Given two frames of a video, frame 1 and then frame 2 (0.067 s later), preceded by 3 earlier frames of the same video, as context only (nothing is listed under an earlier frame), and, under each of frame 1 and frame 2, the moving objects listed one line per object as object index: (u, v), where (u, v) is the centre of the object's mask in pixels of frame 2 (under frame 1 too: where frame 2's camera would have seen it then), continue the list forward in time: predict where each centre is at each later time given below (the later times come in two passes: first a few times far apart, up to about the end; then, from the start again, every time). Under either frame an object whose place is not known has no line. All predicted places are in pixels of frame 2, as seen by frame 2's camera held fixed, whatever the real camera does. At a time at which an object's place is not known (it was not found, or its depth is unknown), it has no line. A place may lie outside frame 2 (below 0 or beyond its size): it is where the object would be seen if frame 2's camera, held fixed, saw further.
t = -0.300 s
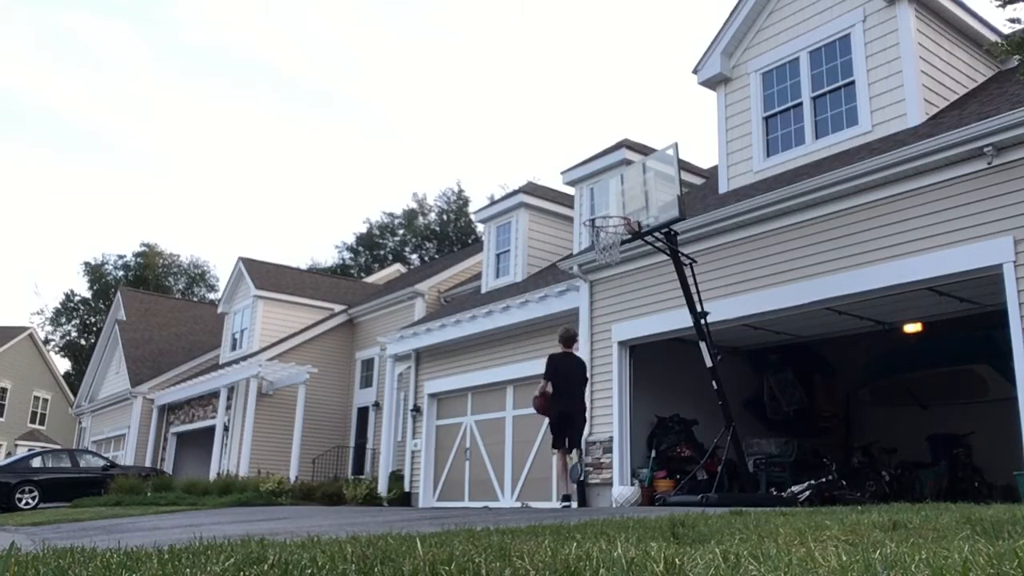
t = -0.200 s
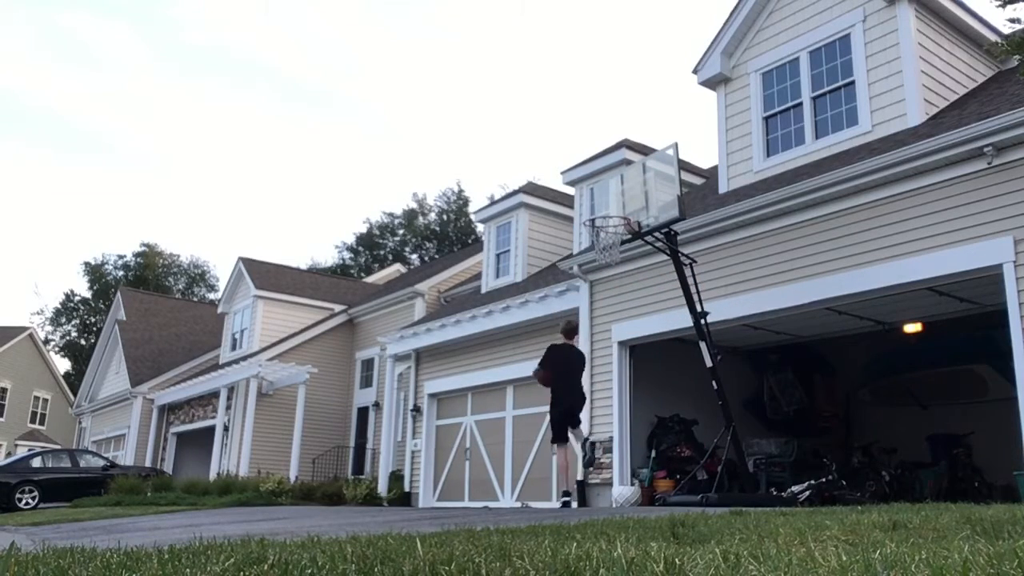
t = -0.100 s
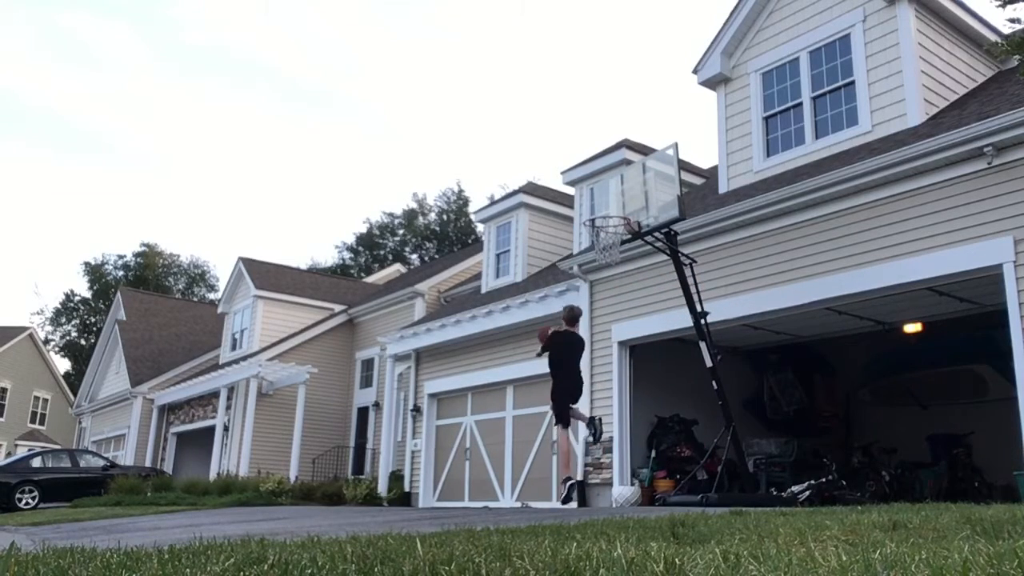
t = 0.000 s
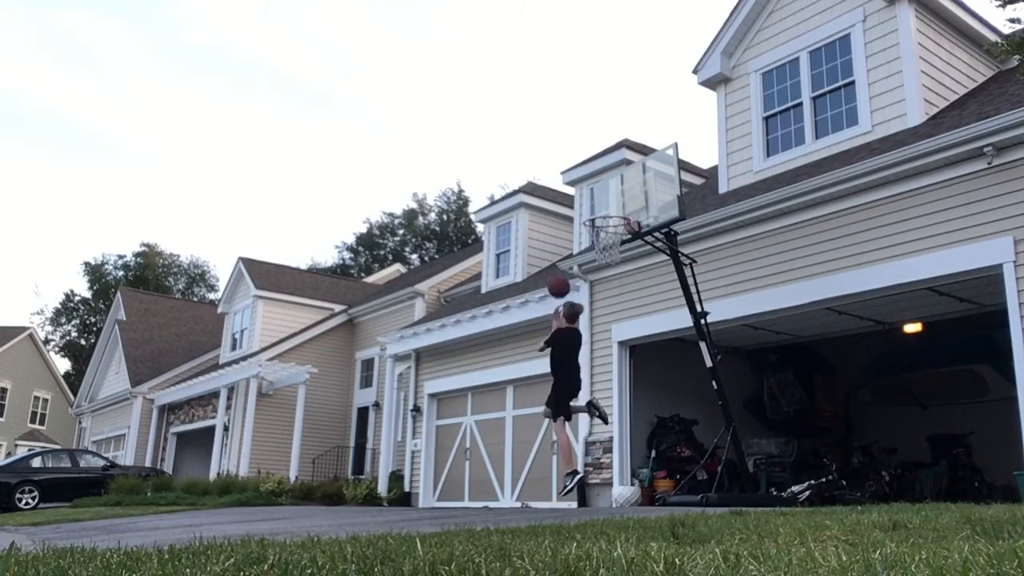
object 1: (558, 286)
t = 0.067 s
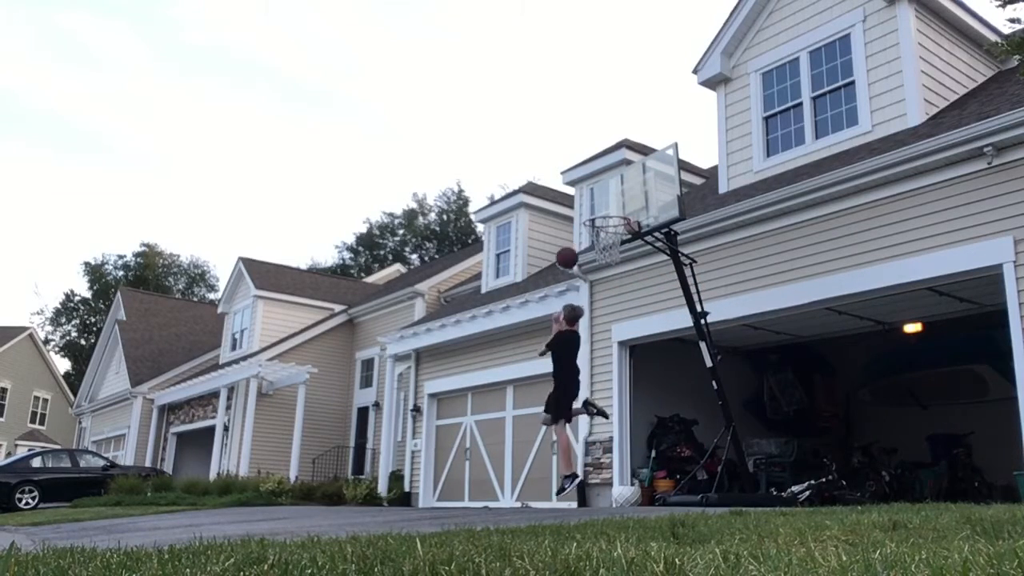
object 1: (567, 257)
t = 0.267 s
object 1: (591, 192)
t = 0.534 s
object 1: (616, 158)
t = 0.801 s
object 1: (620, 157)
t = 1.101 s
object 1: (615, 193)
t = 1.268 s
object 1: (614, 244)
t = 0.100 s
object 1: (571, 244)
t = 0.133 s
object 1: (575, 231)
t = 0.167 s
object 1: (578, 220)
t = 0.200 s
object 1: (583, 210)
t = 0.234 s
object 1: (587, 200)
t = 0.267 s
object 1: (591, 192)
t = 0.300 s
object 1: (595, 185)
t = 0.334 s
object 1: (599, 178)
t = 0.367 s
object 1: (603, 172)
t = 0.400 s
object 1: (606, 168)
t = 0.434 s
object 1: (610, 164)
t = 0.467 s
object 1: (612, 161)
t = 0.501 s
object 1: (614, 159)
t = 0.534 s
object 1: (616, 158)
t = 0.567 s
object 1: (617, 157)
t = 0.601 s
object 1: (619, 157)
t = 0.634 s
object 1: (620, 157)
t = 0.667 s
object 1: (620, 156)
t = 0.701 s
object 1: (620, 157)
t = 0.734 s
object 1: (620, 157)
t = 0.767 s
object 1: (620, 157)
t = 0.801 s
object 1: (620, 157)
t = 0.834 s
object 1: (619, 157)
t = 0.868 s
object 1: (619, 159)
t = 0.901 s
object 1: (618, 161)
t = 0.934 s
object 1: (617, 164)
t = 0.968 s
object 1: (617, 168)
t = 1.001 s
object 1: (617, 173)
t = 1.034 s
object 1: (616, 178)
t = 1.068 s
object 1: (615, 185)
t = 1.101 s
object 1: (615, 193)
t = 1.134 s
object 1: (615, 202)
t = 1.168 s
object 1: (614, 212)
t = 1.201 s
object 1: (613, 223)
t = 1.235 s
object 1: (615, 233)
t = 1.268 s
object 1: (614, 244)
